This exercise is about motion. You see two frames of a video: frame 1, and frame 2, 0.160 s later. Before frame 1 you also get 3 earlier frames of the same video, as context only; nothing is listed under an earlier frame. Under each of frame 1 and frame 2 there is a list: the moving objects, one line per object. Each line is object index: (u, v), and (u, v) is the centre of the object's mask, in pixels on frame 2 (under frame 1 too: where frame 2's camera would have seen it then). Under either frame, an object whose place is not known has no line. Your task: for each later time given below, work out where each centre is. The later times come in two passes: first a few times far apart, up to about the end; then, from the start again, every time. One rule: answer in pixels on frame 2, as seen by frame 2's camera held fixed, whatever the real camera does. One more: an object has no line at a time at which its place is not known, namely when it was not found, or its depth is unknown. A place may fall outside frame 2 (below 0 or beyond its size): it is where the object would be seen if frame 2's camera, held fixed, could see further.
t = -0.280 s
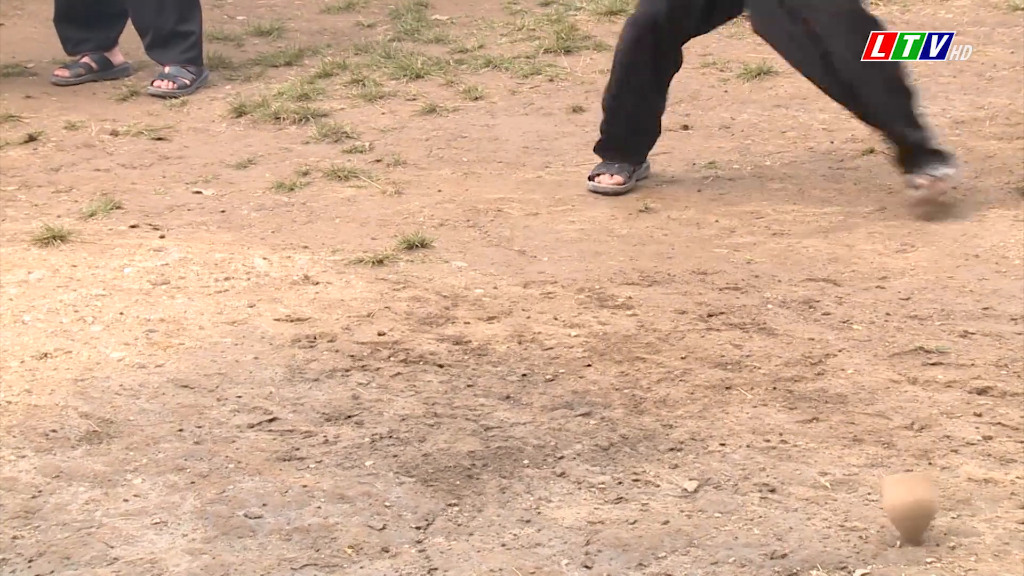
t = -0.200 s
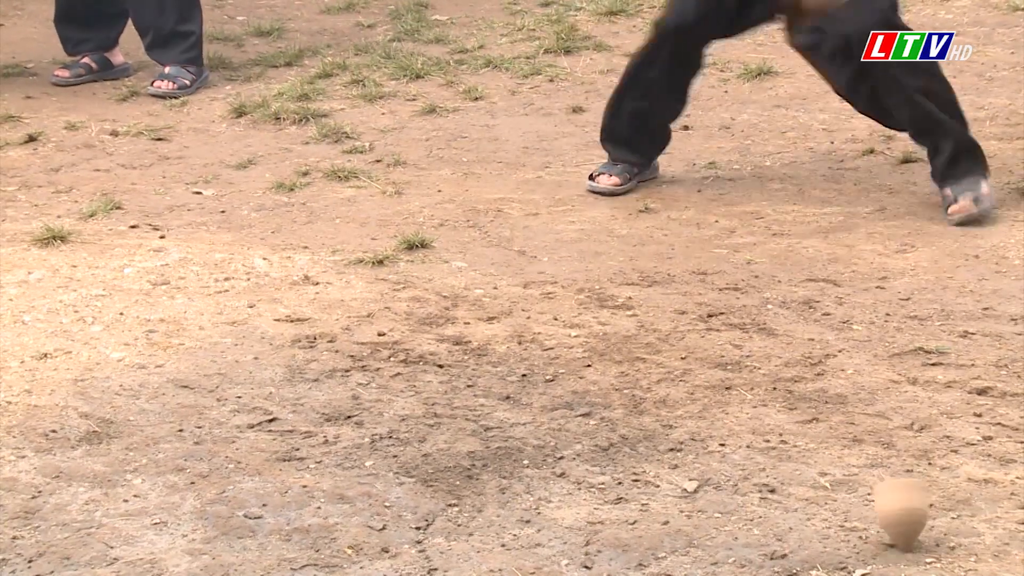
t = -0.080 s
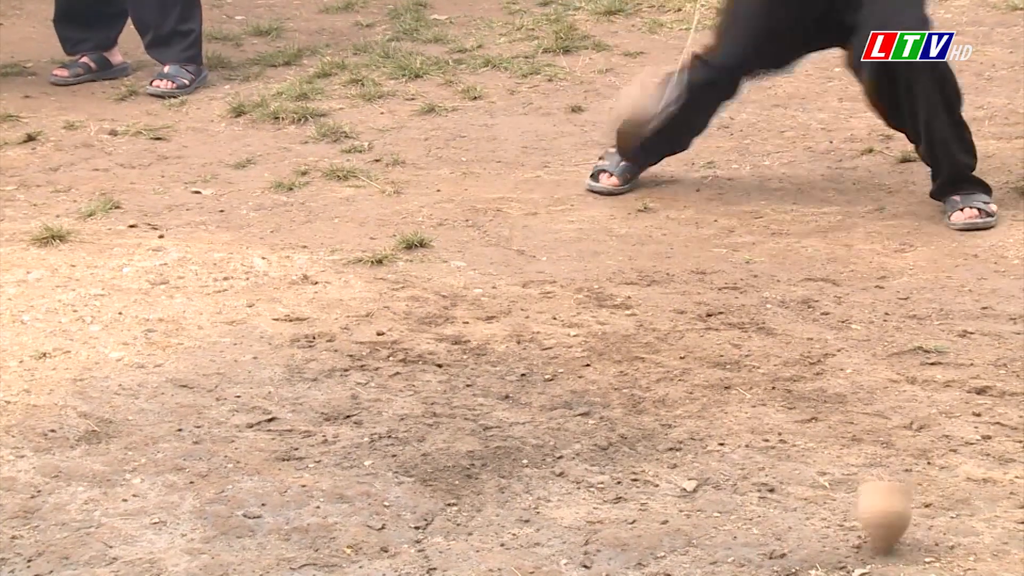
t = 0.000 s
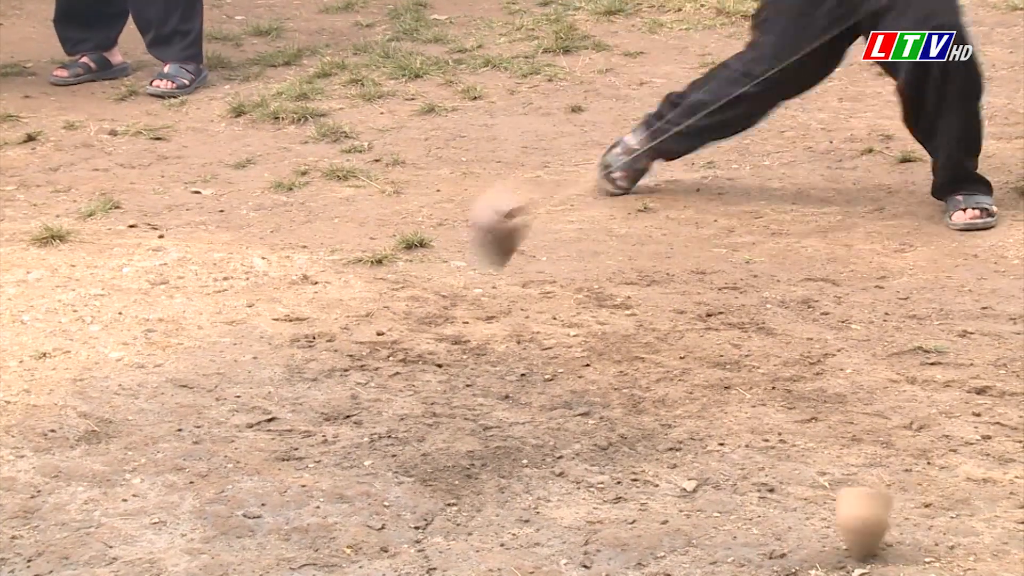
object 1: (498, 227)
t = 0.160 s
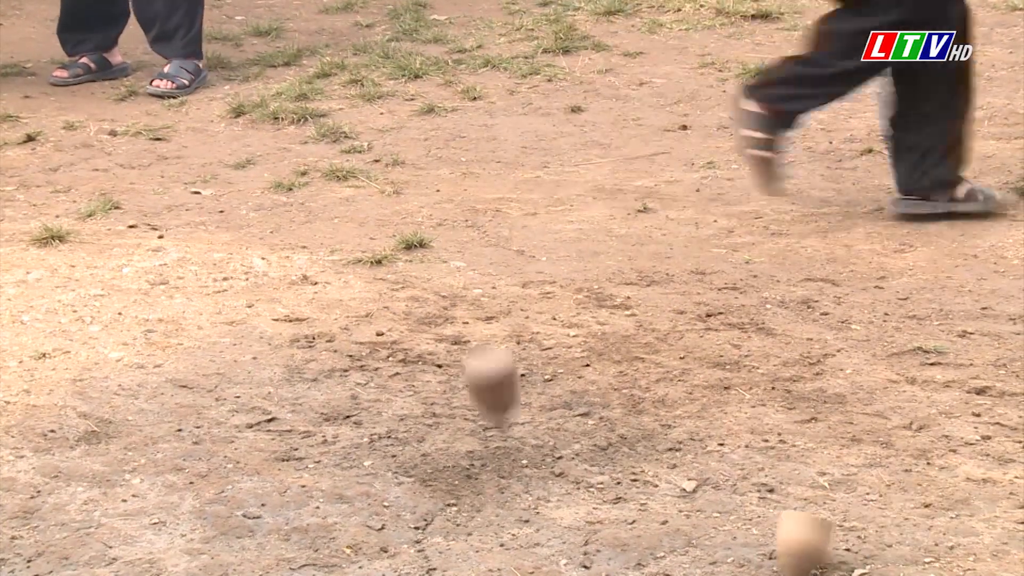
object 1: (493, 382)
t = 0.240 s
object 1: (500, 437)
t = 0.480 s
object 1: (500, 463)
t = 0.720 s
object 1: (487, 466)
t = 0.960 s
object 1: (486, 472)
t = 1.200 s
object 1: (480, 472)
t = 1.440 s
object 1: (473, 474)
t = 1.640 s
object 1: (472, 475)
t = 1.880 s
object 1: (468, 475)
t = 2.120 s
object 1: (463, 475)
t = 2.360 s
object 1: (460, 475)
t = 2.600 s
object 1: (461, 475)
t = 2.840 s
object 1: (459, 475)
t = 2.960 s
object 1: (459, 476)
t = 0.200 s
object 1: (501, 441)
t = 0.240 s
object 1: (500, 437)
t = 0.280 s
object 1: (499, 440)
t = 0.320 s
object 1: (498, 451)
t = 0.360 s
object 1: (501, 455)
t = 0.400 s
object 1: (503, 460)
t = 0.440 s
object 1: (503, 461)
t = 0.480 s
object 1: (500, 463)
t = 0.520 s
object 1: (496, 464)
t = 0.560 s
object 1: (492, 466)
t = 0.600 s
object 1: (490, 466)
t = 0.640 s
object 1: (489, 466)
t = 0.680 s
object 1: (488, 466)
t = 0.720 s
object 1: (487, 466)
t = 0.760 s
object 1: (487, 467)
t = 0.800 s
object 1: (486, 468)
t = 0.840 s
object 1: (484, 470)
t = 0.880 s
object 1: (483, 471)
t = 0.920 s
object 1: (484, 471)
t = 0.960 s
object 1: (486, 472)
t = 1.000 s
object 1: (486, 471)
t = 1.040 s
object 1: (485, 471)
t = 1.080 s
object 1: (486, 471)
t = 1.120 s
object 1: (484, 471)
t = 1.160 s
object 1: (482, 471)
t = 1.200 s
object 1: (480, 472)
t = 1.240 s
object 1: (478, 473)
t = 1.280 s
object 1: (475, 474)
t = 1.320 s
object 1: (474, 474)
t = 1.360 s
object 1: (474, 474)
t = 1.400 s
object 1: (474, 474)
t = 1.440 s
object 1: (473, 474)
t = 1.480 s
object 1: (473, 474)
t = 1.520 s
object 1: (472, 475)
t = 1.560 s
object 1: (473, 475)
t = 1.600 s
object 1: (473, 475)
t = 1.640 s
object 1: (472, 475)
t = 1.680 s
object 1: (471, 475)
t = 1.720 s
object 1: (471, 475)
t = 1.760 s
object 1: (470, 475)
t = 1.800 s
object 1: (468, 475)
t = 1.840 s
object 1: (468, 475)
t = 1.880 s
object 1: (468, 475)
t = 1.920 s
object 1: (468, 475)
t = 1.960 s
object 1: (468, 476)
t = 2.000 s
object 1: (467, 475)
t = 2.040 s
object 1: (466, 475)
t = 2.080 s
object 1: (466, 475)
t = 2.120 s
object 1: (463, 475)
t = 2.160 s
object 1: (465, 475)
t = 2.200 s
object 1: (462, 475)
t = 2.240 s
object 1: (461, 475)
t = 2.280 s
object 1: (464, 475)
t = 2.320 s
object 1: (462, 476)
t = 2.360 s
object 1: (460, 475)
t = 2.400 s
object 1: (461, 475)
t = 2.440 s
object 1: (463, 474)
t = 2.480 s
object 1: (461, 475)
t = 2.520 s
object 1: (458, 475)
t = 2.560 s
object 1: (460, 474)
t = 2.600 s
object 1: (461, 475)
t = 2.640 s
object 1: (458, 475)
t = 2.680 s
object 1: (458, 474)
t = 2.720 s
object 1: (461, 475)
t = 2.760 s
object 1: (459, 476)
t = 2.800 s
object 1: (457, 476)
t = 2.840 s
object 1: (459, 475)
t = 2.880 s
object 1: (462, 475)
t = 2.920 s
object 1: (461, 476)
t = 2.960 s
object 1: (459, 476)
